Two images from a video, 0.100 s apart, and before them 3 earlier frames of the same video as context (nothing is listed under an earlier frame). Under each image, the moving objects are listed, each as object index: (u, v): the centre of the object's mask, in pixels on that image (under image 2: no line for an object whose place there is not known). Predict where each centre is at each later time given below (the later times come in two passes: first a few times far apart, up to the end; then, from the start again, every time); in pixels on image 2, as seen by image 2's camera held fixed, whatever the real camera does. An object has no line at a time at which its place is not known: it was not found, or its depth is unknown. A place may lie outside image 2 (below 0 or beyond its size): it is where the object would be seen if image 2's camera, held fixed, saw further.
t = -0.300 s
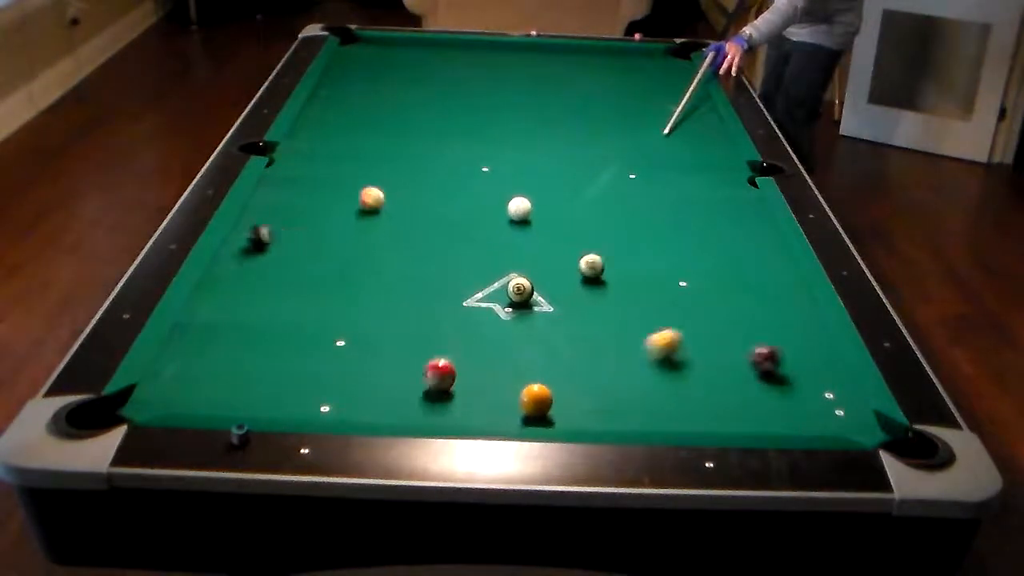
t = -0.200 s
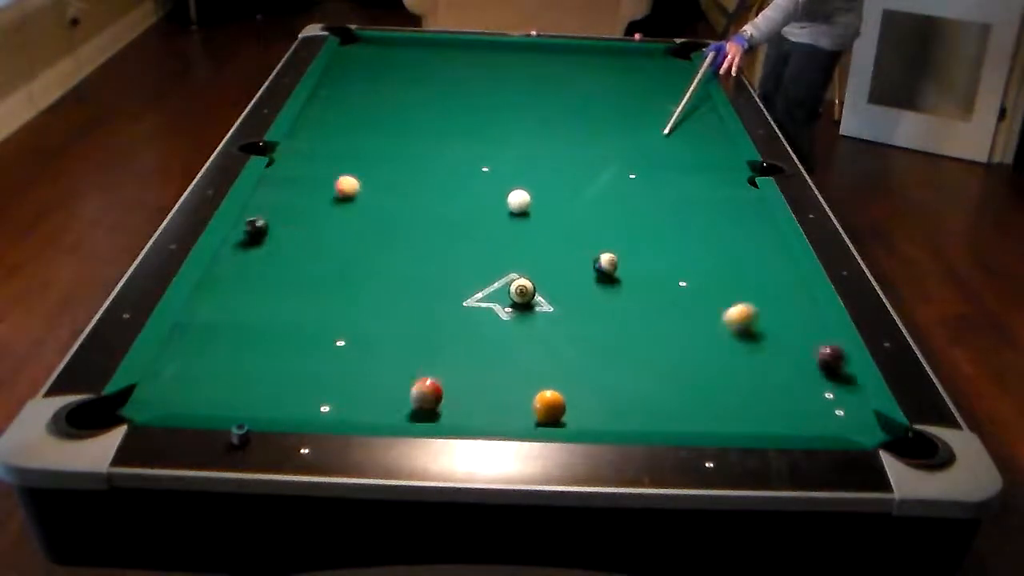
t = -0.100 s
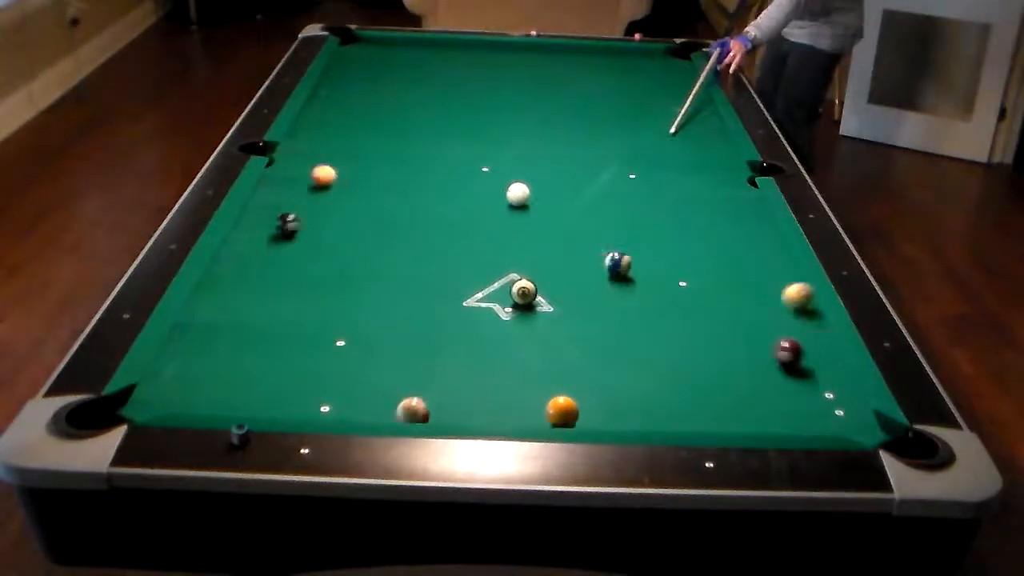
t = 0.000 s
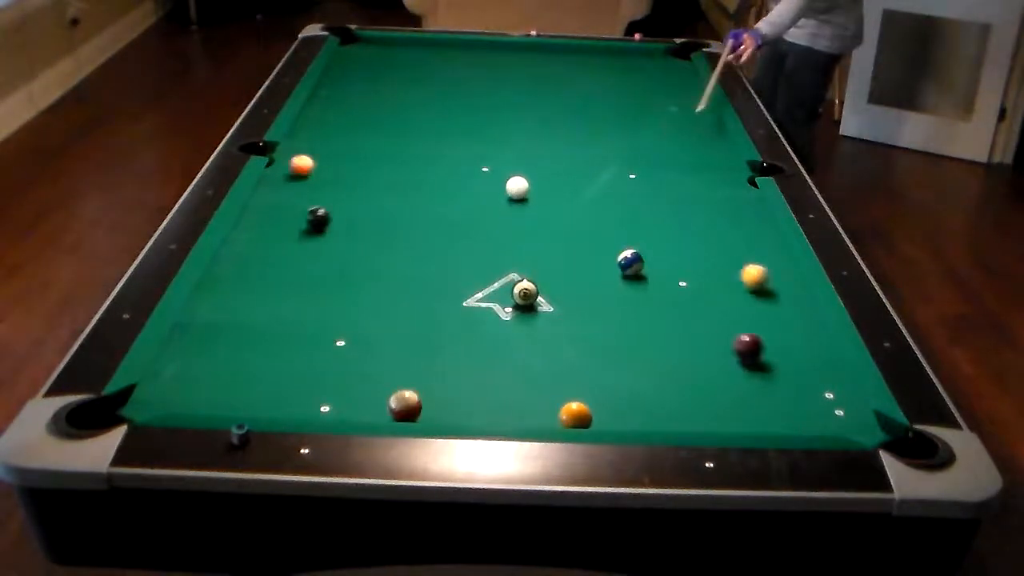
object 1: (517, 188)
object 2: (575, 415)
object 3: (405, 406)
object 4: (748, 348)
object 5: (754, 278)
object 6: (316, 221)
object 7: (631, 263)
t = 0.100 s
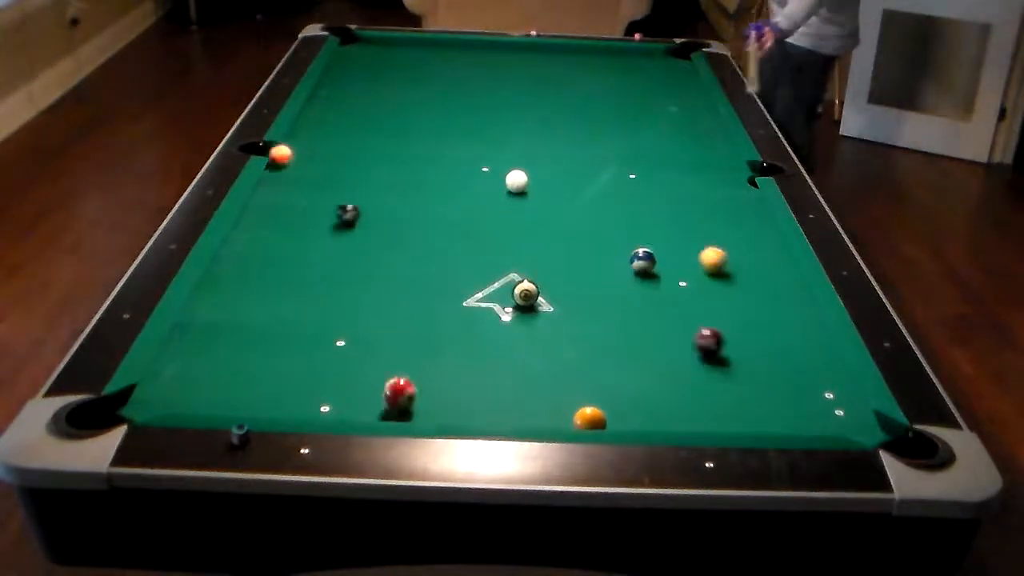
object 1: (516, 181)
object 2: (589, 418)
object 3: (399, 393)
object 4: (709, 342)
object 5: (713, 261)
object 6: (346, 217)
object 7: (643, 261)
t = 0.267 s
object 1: (515, 171)
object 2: (622, 417)
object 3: (391, 373)
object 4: (645, 332)
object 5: (648, 234)
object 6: (393, 208)
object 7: (662, 259)
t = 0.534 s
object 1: (514, 157)
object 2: (671, 414)
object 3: (379, 346)
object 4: (546, 319)
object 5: (557, 198)
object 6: (463, 196)
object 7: (690, 256)
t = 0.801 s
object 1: (512, 144)
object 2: (715, 410)
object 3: (368, 321)
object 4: (453, 306)
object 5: (478, 166)
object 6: (527, 185)
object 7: (716, 253)
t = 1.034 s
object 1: (511, 134)
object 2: (751, 406)
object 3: (358, 302)
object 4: (381, 292)
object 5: (418, 141)
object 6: (577, 176)
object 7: (736, 251)
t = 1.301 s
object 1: (510, 124)
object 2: (788, 402)
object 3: (315, 296)
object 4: (335, 269)
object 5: (357, 117)
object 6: (630, 167)
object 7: (756, 249)
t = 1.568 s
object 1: (508, 115)
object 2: (821, 398)
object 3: (277, 289)
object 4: (295, 247)
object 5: (320, 98)
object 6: (678, 159)
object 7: (774, 247)
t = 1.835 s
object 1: (507, 106)
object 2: (846, 393)
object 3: (243, 282)
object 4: (261, 228)
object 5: (352, 93)
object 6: (722, 151)
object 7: (766, 245)
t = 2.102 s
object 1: (507, 100)
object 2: (826, 379)
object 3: (215, 277)
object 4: (261, 216)
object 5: (381, 87)
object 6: (705, 144)
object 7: (757, 243)
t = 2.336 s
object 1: (506, 94)
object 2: (812, 368)
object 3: (233, 275)
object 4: (285, 209)
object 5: (405, 83)
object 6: (681, 140)
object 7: (750, 241)
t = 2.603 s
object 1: (504, 89)
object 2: (797, 358)
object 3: (251, 273)
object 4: (309, 202)
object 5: (430, 79)
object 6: (656, 135)
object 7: (745, 240)
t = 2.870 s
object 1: (503, 84)
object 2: (784, 348)
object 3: (266, 272)
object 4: (331, 196)
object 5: (452, 75)
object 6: (634, 130)
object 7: (742, 239)
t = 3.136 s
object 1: (502, 80)
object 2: (773, 341)
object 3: (278, 270)
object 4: (350, 190)
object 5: (473, 71)
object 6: (613, 126)
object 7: (741, 238)
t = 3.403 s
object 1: (501, 77)
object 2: (764, 335)
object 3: (288, 270)
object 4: (368, 186)
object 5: (490, 67)
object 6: (595, 123)
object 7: (742, 239)
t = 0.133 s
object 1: (516, 179)
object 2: (596, 418)
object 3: (398, 390)
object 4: (696, 340)
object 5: (700, 256)
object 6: (356, 214)
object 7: (647, 261)
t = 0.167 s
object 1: (516, 177)
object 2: (603, 417)
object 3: (396, 385)
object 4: (683, 338)
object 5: (686, 250)
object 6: (365, 212)
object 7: (650, 262)
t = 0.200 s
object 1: (516, 175)
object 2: (609, 417)
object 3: (395, 381)
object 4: (670, 337)
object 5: (673, 244)
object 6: (374, 211)
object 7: (654, 262)
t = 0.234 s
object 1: (516, 173)
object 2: (616, 417)
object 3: (392, 377)
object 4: (657, 335)
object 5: (661, 239)
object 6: (384, 209)
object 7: (658, 261)
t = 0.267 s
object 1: (515, 171)
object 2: (622, 417)
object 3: (391, 373)
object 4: (645, 332)
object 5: (648, 234)
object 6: (393, 208)
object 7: (662, 259)
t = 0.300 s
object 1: (515, 169)
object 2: (628, 416)
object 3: (390, 370)
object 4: (633, 331)
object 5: (637, 230)
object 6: (402, 206)
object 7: (666, 258)
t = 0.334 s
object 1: (515, 167)
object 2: (634, 416)
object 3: (387, 367)
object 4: (620, 329)
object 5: (624, 225)
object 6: (411, 205)
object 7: (671, 258)
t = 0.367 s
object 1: (515, 166)
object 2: (641, 416)
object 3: (386, 362)
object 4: (607, 328)
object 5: (613, 221)
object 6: (420, 203)
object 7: (674, 257)
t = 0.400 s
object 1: (515, 164)
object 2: (647, 415)
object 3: (385, 358)
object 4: (595, 326)
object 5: (601, 216)
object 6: (429, 201)
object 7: (677, 257)
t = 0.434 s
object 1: (514, 162)
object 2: (653, 415)
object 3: (383, 356)
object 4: (582, 324)
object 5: (589, 211)
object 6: (437, 200)
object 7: (681, 257)
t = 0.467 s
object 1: (514, 160)
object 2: (659, 415)
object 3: (382, 352)
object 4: (570, 323)
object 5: (578, 207)
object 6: (446, 199)
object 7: (684, 257)
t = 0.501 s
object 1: (514, 158)
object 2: (665, 414)
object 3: (380, 349)
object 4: (558, 321)
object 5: (567, 202)
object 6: (455, 197)
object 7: (687, 256)
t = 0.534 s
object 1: (514, 157)
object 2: (671, 414)
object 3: (379, 346)
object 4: (546, 319)
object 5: (557, 198)
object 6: (463, 196)
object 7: (690, 256)
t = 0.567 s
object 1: (513, 155)
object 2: (677, 414)
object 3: (378, 342)
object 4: (533, 316)
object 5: (546, 194)
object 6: (471, 194)
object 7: (693, 256)
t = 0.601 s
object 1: (513, 153)
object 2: (682, 413)
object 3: (376, 338)
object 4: (524, 314)
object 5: (536, 190)
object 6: (480, 192)
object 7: (697, 256)
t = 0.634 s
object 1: (513, 152)
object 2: (688, 413)
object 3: (374, 336)
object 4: (510, 314)
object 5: (526, 185)
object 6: (487, 191)
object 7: (700, 255)
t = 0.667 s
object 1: (513, 150)
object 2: (694, 412)
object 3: (373, 333)
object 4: (499, 312)
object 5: (517, 181)
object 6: (494, 190)
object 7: (703, 255)
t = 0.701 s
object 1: (513, 148)
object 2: (699, 412)
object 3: (372, 330)
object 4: (487, 310)
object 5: (506, 172)
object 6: (503, 189)
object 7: (706, 254)
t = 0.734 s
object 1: (512, 147)
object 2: (704, 411)
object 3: (371, 326)
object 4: (475, 310)
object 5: (496, 173)
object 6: (512, 187)
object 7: (709, 253)
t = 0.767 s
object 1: (512, 145)
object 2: (709, 410)
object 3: (370, 323)
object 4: (464, 308)
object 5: (487, 169)
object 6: (519, 185)
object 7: (713, 253)
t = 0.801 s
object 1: (512, 144)
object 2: (715, 410)
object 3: (368, 321)
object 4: (453, 306)
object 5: (478, 166)
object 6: (527, 185)
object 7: (716, 253)
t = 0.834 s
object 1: (512, 143)
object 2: (720, 409)
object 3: (367, 318)
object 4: (442, 304)
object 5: (469, 162)
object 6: (534, 184)
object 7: (719, 253)
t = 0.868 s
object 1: (512, 141)
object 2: (725, 409)
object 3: (366, 314)
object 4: (430, 302)
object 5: (460, 159)
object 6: (541, 182)
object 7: (722, 254)
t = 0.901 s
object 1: (512, 140)
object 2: (731, 409)
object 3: (365, 312)
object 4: (420, 300)
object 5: (451, 155)
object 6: (549, 180)
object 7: (725, 253)
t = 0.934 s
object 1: (512, 138)
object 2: (736, 408)
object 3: (364, 309)
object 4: (410, 299)
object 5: (443, 151)
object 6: (556, 179)
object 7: (728, 253)
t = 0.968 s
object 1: (511, 137)
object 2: (741, 407)
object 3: (363, 306)
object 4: (398, 297)
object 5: (434, 148)
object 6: (563, 178)
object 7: (731, 252)
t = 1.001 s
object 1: (511, 135)
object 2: (746, 407)
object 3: (361, 304)
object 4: (387, 296)
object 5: (425, 145)
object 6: (570, 177)
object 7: (733, 252)
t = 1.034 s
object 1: (511, 134)
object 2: (751, 406)
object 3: (358, 302)
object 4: (381, 292)
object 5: (418, 141)
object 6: (577, 176)
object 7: (736, 251)
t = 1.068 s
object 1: (511, 133)
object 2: (755, 406)
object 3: (352, 301)
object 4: (375, 290)
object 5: (409, 138)
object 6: (584, 174)
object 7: (739, 250)
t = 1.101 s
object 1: (511, 132)
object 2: (760, 405)
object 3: (347, 299)
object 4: (369, 286)
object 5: (402, 135)
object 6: (590, 173)
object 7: (742, 249)
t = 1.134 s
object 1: (511, 130)
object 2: (765, 405)
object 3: (341, 300)
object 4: (362, 283)
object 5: (394, 132)
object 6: (597, 172)
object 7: (745, 249)
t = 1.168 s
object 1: (510, 129)
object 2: (769, 405)
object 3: (335, 299)
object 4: (357, 280)
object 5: (386, 129)
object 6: (604, 171)
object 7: (747, 249)
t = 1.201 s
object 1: (510, 128)
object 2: (774, 404)
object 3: (330, 298)
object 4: (351, 277)
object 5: (380, 126)
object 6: (611, 170)
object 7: (750, 250)
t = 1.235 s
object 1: (510, 126)
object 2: (778, 403)
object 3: (325, 297)
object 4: (346, 274)
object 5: (371, 123)
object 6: (617, 169)
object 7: (752, 249)
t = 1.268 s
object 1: (510, 125)
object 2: (783, 403)
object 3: (320, 296)
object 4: (341, 271)
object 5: (364, 120)
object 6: (623, 167)
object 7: (754, 249)
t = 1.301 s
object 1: (510, 124)
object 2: (788, 402)
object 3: (315, 296)
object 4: (335, 269)
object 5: (357, 117)
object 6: (630, 167)
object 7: (756, 249)
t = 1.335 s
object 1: (510, 123)
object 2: (792, 402)
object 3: (310, 294)
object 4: (330, 267)
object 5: (351, 114)
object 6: (636, 165)
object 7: (758, 248)
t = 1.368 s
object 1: (509, 122)
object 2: (796, 401)
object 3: (305, 294)
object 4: (325, 263)
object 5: (343, 112)
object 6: (642, 164)
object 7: (761, 248)
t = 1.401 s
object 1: (509, 120)
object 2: (800, 401)
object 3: (301, 293)
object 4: (319, 261)
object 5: (337, 109)
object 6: (649, 163)
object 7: (763, 248)
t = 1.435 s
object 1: (509, 119)
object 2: (804, 400)
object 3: (296, 292)
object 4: (314, 258)
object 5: (330, 106)
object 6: (655, 162)
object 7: (765, 247)
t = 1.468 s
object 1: (509, 118)
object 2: (808, 399)
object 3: (290, 291)
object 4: (310, 255)
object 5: (324, 103)
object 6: (661, 161)
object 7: (767, 247)
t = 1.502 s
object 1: (509, 117)
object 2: (813, 399)
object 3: (286, 290)
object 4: (305, 253)
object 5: (317, 101)
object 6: (667, 160)
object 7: (770, 247)
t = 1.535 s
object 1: (508, 116)
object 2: (817, 398)
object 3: (281, 289)
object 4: (300, 250)
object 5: (315, 99)
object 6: (672, 159)
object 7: (772, 247)
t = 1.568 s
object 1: (508, 115)
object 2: (821, 398)
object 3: (277, 289)
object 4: (295, 247)
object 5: (320, 98)
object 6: (678, 159)
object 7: (774, 247)
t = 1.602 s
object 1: (508, 114)
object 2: (825, 397)
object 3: (272, 288)
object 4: (291, 245)
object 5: (324, 97)
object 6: (684, 158)
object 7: (776, 246)
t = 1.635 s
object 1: (508, 113)
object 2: (828, 397)
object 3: (268, 287)
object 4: (286, 243)
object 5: (328, 96)
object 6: (690, 157)
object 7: (775, 246)
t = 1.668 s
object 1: (508, 112)
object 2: (832, 397)
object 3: (264, 286)
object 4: (282, 240)
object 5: (332, 96)
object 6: (695, 156)
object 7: (773, 246)
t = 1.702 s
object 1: (508, 110)
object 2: (836, 396)
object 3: (259, 285)
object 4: (278, 237)
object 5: (336, 95)
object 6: (701, 155)
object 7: (772, 246)
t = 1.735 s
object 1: (508, 110)
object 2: (840, 396)
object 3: (255, 285)
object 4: (273, 236)
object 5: (341, 94)
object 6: (706, 154)
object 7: (770, 246)
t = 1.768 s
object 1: (508, 109)
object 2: (844, 395)
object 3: (251, 284)
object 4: (269, 233)
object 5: (344, 94)
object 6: (711, 152)
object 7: (769, 245)
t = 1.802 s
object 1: (508, 108)
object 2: (848, 395)
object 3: (246, 283)
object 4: (265, 230)
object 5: (348, 93)
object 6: (717, 151)
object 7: (768, 245)
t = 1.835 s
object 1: (507, 106)
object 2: (846, 393)
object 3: (243, 282)
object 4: (261, 228)
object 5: (352, 93)
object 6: (722, 151)
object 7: (766, 245)
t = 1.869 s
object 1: (507, 105)
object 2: (843, 391)
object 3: (238, 281)
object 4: (257, 226)
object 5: (356, 92)
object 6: (727, 150)
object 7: (765, 244)
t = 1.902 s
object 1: (507, 105)
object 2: (841, 389)
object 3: (234, 280)
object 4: (253, 224)
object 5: (360, 91)
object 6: (727, 149)
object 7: (764, 244)
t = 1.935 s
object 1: (507, 104)
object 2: (838, 387)
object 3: (230, 278)
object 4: (249, 222)
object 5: (363, 90)
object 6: (724, 149)
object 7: (762, 244)
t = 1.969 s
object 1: (507, 103)
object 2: (836, 386)
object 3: (227, 278)
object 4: (247, 220)
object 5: (367, 90)
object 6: (720, 148)
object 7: (762, 244)
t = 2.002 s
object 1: (507, 102)
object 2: (833, 384)
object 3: (224, 278)
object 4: (251, 219)
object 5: (370, 89)
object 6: (716, 146)
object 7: (760, 244)
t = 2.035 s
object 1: (507, 101)
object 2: (831, 382)
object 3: (220, 278)
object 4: (254, 218)
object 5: (374, 89)
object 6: (712, 146)
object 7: (759, 244)
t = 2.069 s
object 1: (507, 100)
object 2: (828, 381)
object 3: (216, 277)
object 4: (257, 217)
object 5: (378, 88)
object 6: (708, 145)
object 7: (758, 244)
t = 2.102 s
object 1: (507, 100)
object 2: (826, 379)
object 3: (215, 277)
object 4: (261, 216)
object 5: (381, 87)
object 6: (705, 144)
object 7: (757, 243)
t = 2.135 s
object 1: (506, 99)
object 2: (824, 377)
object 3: (218, 277)
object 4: (265, 215)
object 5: (385, 87)
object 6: (702, 144)
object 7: (756, 243)
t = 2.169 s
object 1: (506, 98)
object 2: (822, 375)
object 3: (221, 277)
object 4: (268, 214)
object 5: (388, 86)
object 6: (698, 143)
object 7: (755, 242)
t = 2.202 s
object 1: (506, 97)
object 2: (820, 374)
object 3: (224, 276)
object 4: (271, 213)
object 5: (391, 86)
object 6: (695, 142)
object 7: (755, 242)
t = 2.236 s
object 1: (506, 96)
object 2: (817, 372)
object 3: (226, 275)
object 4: (275, 211)
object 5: (395, 85)
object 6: (692, 141)
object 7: (753, 242)
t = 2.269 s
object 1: (506, 96)
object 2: (816, 371)
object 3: (229, 275)
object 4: (278, 211)
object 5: (398, 84)
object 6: (688, 140)
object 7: (753, 242)
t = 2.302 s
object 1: (506, 95)
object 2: (813, 370)
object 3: (231, 275)
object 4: (281, 209)
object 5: (401, 83)
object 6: (685, 140)
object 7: (752, 242)
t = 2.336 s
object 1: (506, 94)
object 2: (812, 368)
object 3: (233, 275)
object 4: (285, 209)
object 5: (405, 83)
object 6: (681, 140)
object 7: (750, 241)
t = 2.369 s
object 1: (505, 93)
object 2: (809, 367)
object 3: (235, 275)
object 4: (288, 208)
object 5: (408, 82)
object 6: (678, 139)
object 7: (750, 241)
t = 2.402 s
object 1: (505, 93)
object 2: (807, 366)
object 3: (238, 274)
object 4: (292, 207)
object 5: (411, 82)
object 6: (675, 139)
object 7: (749, 240)
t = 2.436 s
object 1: (505, 92)
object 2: (805, 364)
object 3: (240, 274)
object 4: (295, 206)
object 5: (414, 81)
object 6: (672, 138)
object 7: (748, 240)
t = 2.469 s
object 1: (505, 91)
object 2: (804, 363)
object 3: (242, 274)
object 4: (298, 205)
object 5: (418, 81)
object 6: (669, 137)
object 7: (747, 240)
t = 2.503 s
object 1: (505, 91)
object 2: (802, 362)
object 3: (245, 273)
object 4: (301, 204)
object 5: (421, 80)
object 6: (666, 137)
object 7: (747, 240)
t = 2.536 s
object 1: (505, 90)
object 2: (800, 360)
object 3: (246, 273)
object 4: (304, 203)
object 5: (424, 80)
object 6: (663, 136)
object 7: (746, 240)
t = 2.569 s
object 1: (505, 89)
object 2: (798, 359)
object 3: (249, 273)
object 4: (307, 202)
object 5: (427, 79)
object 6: (659, 135)
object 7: (746, 240)
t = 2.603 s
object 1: (504, 89)
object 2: (797, 358)
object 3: (251, 273)
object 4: (309, 202)
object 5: (430, 79)
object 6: (656, 135)
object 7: (745, 240)
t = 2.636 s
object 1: (504, 88)
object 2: (795, 356)
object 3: (253, 273)
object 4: (313, 201)
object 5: (433, 78)
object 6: (653, 134)
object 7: (744, 240)
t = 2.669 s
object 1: (504, 88)
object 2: (794, 355)
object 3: (254, 272)
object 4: (315, 200)
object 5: (435, 78)
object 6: (651, 134)
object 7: (744, 239)
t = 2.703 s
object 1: (504, 87)
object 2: (792, 354)
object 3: (256, 272)
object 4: (318, 199)
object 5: (438, 77)
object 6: (648, 133)
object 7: (743, 239)
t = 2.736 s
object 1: (504, 86)
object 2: (790, 353)
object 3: (258, 272)
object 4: (321, 198)
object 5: (441, 76)
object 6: (645, 132)
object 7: (743, 239)
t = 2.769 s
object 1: (504, 86)
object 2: (789, 352)
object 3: (261, 272)
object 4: (324, 198)
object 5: (444, 76)
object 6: (642, 132)
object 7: (742, 239)
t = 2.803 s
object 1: (503, 85)
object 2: (787, 351)
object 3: (262, 272)
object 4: (326, 197)
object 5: (447, 76)
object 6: (639, 131)
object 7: (742, 240)
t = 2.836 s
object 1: (503, 84)
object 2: (786, 350)
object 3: (264, 272)
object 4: (328, 196)
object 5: (450, 75)
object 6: (637, 131)
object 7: (742, 239)
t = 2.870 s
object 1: (503, 84)
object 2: (784, 348)
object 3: (266, 272)
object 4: (331, 196)
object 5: (452, 75)
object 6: (634, 130)
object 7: (742, 239)
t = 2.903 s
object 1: (503, 83)
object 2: (783, 347)
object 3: (268, 272)
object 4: (334, 194)
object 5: (455, 75)
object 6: (631, 129)
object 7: (741, 239)
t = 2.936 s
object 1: (503, 83)
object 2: (781, 346)
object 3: (269, 271)
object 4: (336, 194)
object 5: (458, 74)
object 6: (629, 129)
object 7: (741, 239)
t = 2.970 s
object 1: (503, 82)
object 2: (780, 345)
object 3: (271, 272)
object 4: (339, 193)
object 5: (460, 73)
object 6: (626, 128)
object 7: (741, 239)
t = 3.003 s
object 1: (502, 82)
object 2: (779, 344)
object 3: (273, 271)
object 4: (341, 192)
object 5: (463, 73)
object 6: (624, 128)
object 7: (741, 239)
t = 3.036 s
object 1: (502, 81)
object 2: (778, 343)
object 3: (274, 271)
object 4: (344, 192)
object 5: (465, 73)
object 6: (621, 127)
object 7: (741, 239)
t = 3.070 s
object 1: (502, 81)
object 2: (776, 343)
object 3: (275, 271)
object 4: (346, 191)
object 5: (468, 72)
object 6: (619, 127)
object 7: (741, 239)
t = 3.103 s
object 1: (502, 80)
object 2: (775, 341)
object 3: (276, 270)
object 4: (348, 191)
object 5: (470, 72)
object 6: (616, 126)
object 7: (741, 238)
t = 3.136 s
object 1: (502, 80)
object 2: (773, 341)
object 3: (278, 270)
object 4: (350, 190)
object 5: (473, 71)
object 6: (613, 126)
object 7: (741, 238)
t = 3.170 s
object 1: (501, 80)
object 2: (772, 340)
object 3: (280, 270)
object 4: (353, 190)
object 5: (475, 71)
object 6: (611, 126)
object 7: (741, 238)
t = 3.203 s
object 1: (501, 79)
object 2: (771, 339)
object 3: (281, 270)
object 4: (355, 189)
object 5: (477, 70)
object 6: (609, 125)
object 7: (742, 239)
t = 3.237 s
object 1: (501, 79)
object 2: (770, 338)
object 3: (282, 270)
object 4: (357, 188)
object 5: (480, 70)
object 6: (606, 124)
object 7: (742, 239)
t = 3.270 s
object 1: (501, 78)
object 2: (769, 338)
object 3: (283, 270)
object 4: (359, 188)
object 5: (482, 69)
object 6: (604, 124)
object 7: (742, 239)
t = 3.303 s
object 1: (501, 78)
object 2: (767, 337)
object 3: (285, 270)
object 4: (362, 187)
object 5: (485, 69)
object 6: (602, 124)
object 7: (742, 239)
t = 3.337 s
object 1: (501, 77)
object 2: (766, 336)
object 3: (286, 270)
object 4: (364, 186)
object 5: (487, 68)
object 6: (599, 123)
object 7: (742, 239)
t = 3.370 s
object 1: (501, 77)
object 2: (765, 335)
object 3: (287, 269)
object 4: (366, 186)
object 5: (489, 68)
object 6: (597, 123)
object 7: (742, 239)
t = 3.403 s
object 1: (501, 77)
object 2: (764, 335)
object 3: (288, 270)
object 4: (368, 186)
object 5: (490, 67)
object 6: (595, 123)
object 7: (742, 239)
